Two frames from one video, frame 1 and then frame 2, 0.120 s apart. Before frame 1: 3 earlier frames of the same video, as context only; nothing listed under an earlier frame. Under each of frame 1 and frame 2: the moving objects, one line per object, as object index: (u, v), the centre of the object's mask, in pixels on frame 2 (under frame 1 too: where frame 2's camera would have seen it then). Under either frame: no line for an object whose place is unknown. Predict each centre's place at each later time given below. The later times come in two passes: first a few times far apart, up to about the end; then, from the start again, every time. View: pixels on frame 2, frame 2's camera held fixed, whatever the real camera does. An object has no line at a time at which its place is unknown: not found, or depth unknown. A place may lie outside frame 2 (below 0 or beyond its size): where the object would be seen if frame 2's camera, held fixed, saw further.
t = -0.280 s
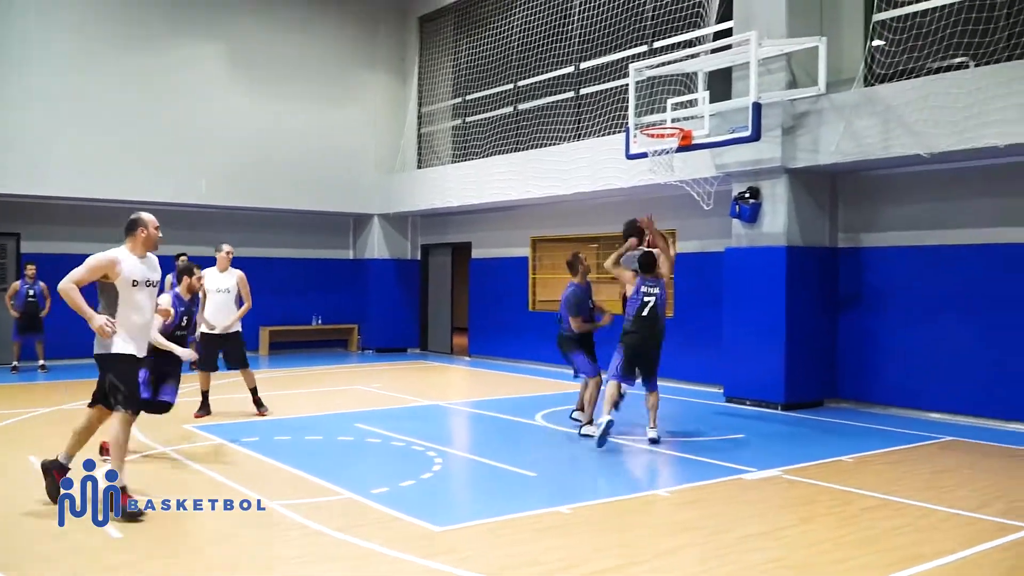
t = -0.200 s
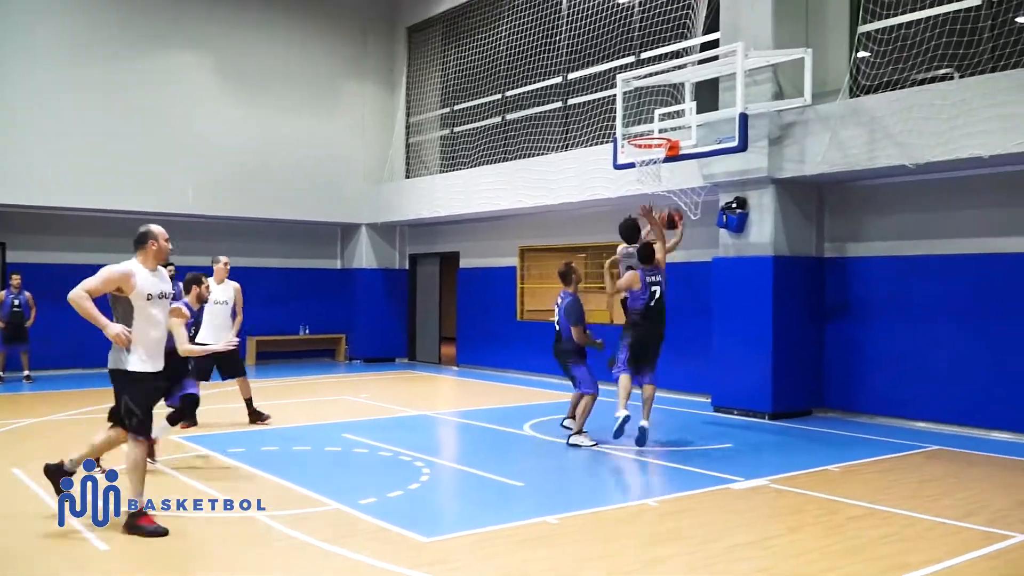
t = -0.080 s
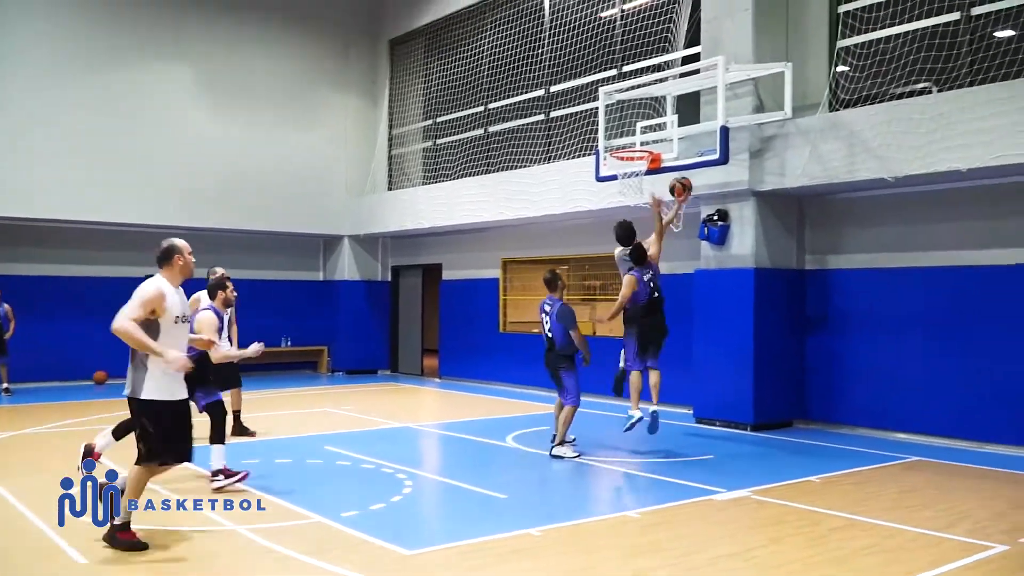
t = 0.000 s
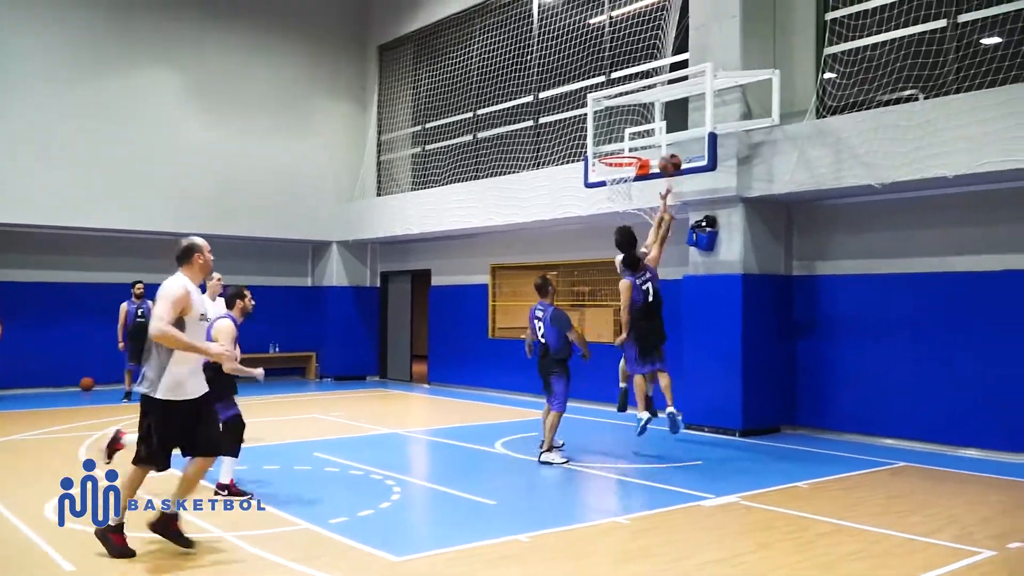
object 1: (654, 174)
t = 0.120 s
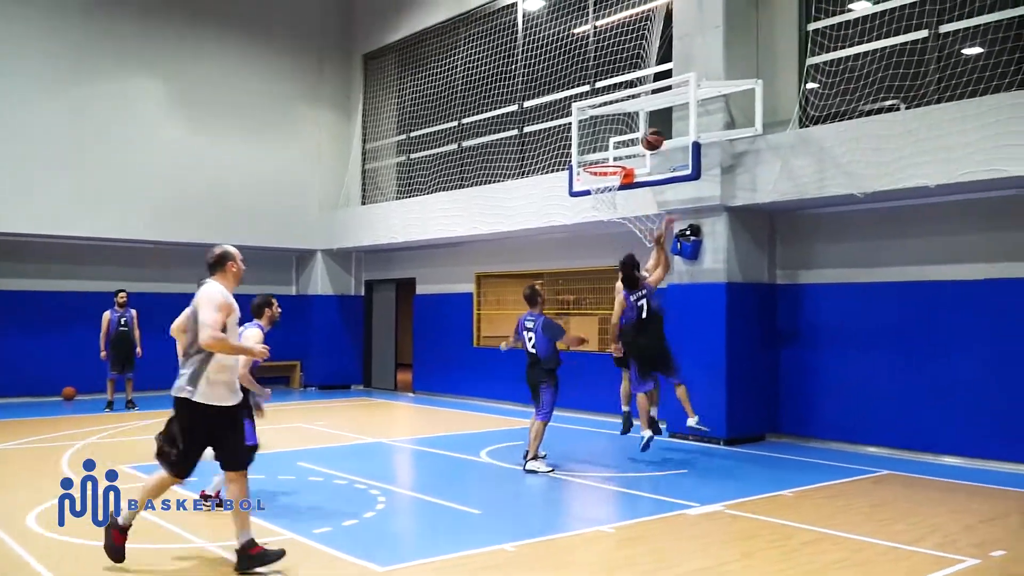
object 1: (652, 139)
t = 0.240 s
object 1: (650, 119)
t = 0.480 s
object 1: (641, 114)
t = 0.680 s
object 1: (624, 143)
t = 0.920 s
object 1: (594, 166)
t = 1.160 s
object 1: (614, 177)
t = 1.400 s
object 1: (614, 198)
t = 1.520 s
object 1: (608, 222)
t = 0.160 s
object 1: (652, 132)
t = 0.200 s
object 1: (650, 126)
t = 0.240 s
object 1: (650, 119)
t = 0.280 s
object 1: (649, 115)
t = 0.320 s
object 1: (648, 113)
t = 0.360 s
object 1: (648, 113)
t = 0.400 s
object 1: (647, 113)
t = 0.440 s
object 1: (644, 113)
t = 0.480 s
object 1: (641, 114)
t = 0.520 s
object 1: (638, 117)
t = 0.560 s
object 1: (635, 122)
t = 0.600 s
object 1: (631, 128)
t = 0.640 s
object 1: (628, 135)
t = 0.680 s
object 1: (624, 143)
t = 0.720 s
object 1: (621, 153)
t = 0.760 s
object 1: (617, 159)
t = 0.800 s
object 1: (611, 159)
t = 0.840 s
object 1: (605, 159)
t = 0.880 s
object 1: (599, 161)
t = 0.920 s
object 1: (594, 166)
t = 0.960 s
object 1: (595, 165)
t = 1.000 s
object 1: (599, 165)
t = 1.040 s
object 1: (603, 166)
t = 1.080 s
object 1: (607, 168)
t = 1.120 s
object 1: (611, 172)
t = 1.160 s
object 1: (614, 177)
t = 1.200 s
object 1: (617, 181)
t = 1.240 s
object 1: (619, 183)
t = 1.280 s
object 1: (620, 188)
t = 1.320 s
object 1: (619, 190)
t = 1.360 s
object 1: (616, 194)
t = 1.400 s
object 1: (614, 198)
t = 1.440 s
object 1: (612, 205)
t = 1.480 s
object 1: (610, 213)
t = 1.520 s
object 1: (608, 222)
